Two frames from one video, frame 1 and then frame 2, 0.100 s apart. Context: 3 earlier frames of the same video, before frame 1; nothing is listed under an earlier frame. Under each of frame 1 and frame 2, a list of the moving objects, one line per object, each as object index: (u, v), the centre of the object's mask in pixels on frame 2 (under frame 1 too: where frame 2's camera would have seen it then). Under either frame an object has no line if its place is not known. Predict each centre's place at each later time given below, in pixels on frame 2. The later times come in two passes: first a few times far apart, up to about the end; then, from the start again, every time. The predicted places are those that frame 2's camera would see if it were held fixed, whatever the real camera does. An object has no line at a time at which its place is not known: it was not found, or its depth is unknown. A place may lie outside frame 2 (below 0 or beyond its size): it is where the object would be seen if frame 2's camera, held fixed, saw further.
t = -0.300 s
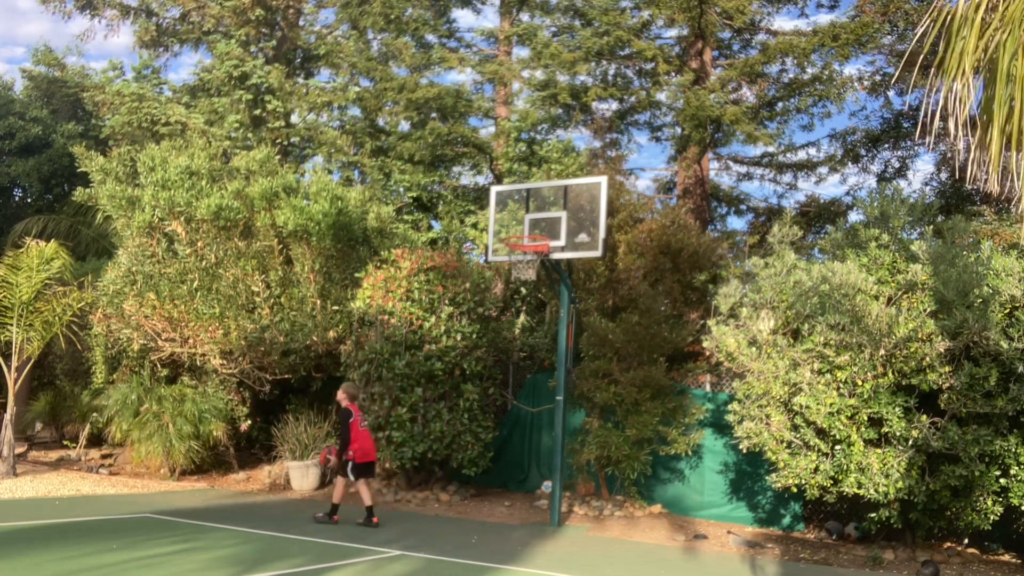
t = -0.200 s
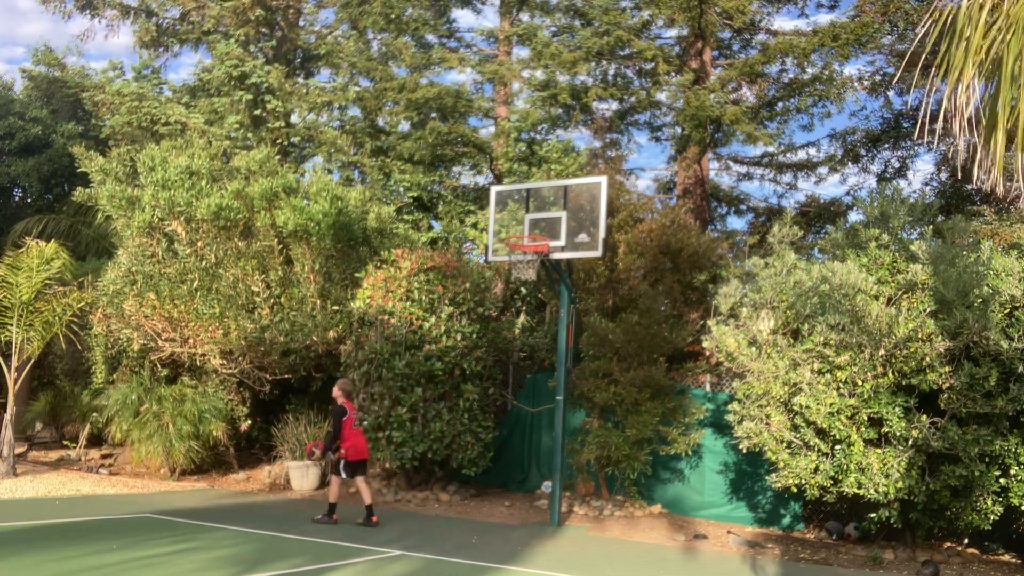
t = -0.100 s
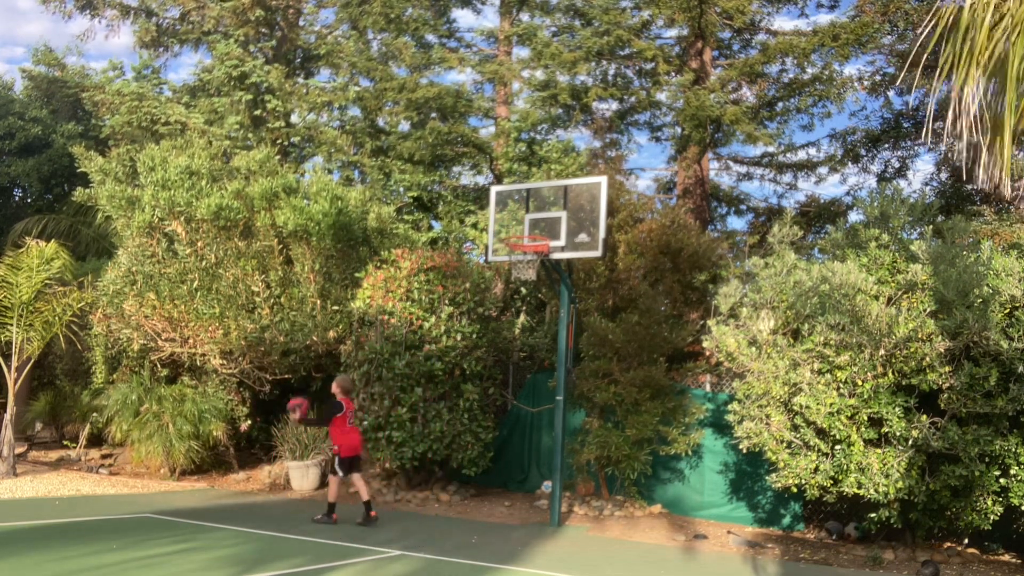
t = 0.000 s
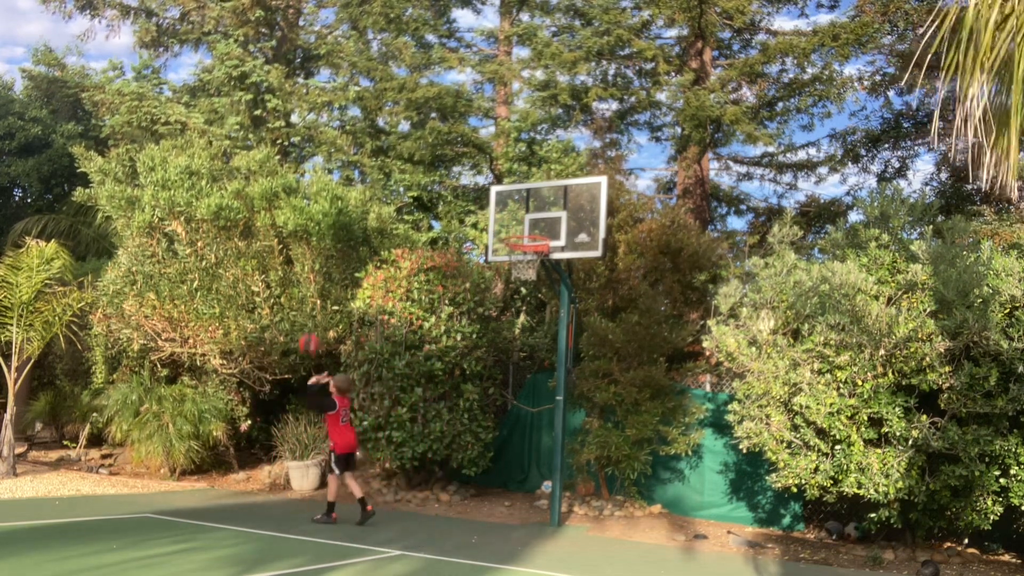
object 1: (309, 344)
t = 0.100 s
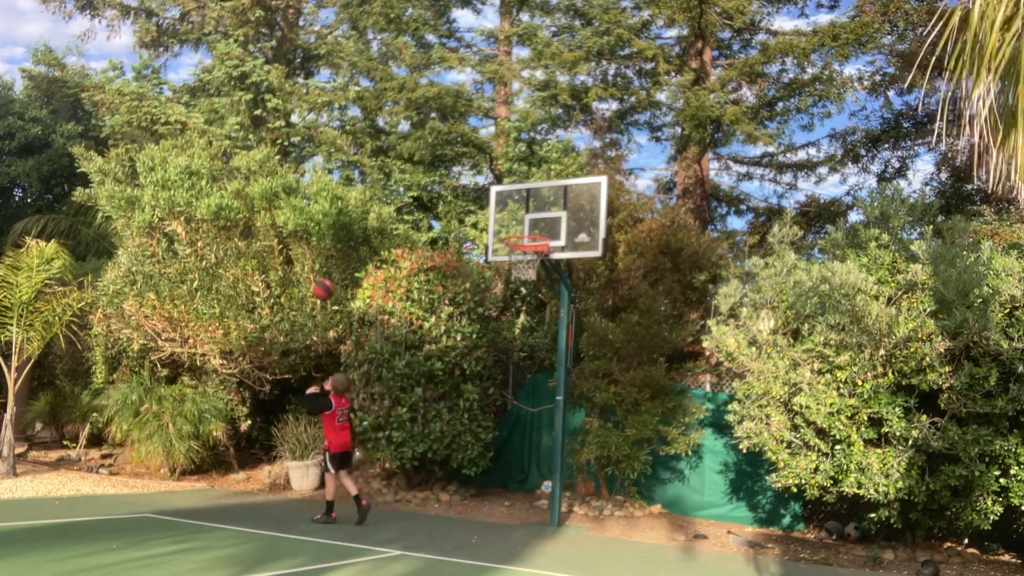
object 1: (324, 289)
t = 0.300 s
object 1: (348, 213)
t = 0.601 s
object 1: (381, 169)
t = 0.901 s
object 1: (407, 211)
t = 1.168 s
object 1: (426, 319)
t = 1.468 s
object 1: (441, 521)
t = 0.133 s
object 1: (328, 273)
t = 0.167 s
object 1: (332, 258)
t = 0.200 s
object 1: (336, 245)
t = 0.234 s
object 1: (340, 233)
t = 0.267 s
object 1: (344, 222)
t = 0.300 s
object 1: (348, 213)
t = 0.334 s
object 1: (352, 204)
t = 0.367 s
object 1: (357, 195)
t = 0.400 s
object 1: (360, 188)
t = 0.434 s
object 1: (364, 182)
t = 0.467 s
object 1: (368, 176)
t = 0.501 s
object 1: (371, 174)
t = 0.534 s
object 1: (373, 172)
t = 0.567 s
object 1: (378, 170)
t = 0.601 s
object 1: (381, 169)
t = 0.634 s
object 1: (385, 169)
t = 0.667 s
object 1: (387, 170)
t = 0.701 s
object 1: (390, 173)
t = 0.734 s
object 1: (394, 178)
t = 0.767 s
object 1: (396, 181)
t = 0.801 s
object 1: (399, 187)
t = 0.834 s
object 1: (401, 194)
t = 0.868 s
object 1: (405, 202)
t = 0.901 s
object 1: (407, 211)
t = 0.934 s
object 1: (410, 220)
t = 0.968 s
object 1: (412, 231)
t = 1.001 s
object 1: (414, 243)
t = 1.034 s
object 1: (416, 256)
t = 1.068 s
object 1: (419, 270)
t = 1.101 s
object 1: (420, 285)
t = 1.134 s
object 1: (424, 301)
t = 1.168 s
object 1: (426, 319)
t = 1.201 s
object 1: (427, 338)
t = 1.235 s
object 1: (429, 356)
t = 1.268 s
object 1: (432, 378)
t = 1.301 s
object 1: (433, 399)
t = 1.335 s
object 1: (434, 422)
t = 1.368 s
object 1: (436, 447)
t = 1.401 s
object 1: (438, 472)
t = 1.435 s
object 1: (439, 499)
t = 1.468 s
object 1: (441, 521)
